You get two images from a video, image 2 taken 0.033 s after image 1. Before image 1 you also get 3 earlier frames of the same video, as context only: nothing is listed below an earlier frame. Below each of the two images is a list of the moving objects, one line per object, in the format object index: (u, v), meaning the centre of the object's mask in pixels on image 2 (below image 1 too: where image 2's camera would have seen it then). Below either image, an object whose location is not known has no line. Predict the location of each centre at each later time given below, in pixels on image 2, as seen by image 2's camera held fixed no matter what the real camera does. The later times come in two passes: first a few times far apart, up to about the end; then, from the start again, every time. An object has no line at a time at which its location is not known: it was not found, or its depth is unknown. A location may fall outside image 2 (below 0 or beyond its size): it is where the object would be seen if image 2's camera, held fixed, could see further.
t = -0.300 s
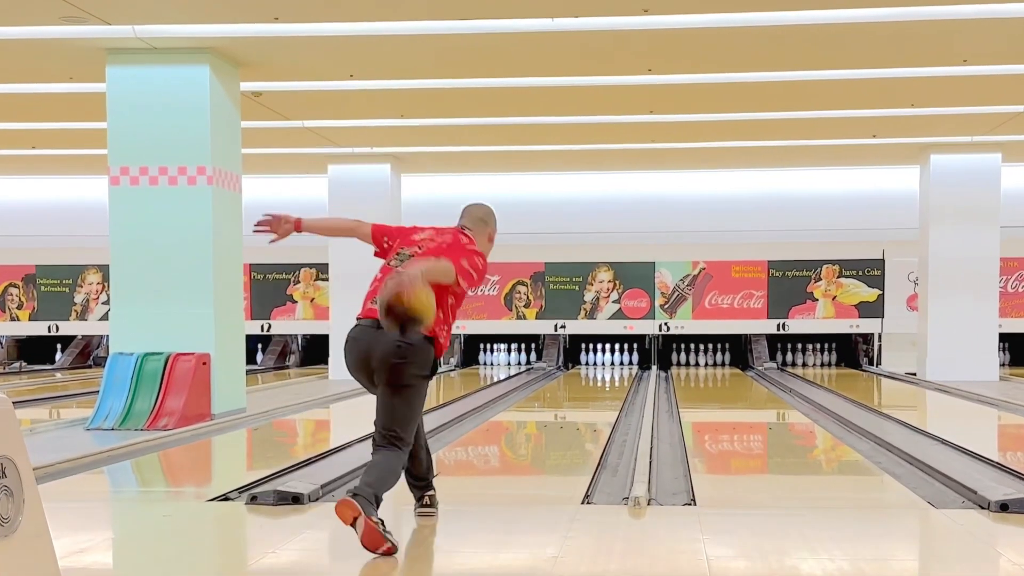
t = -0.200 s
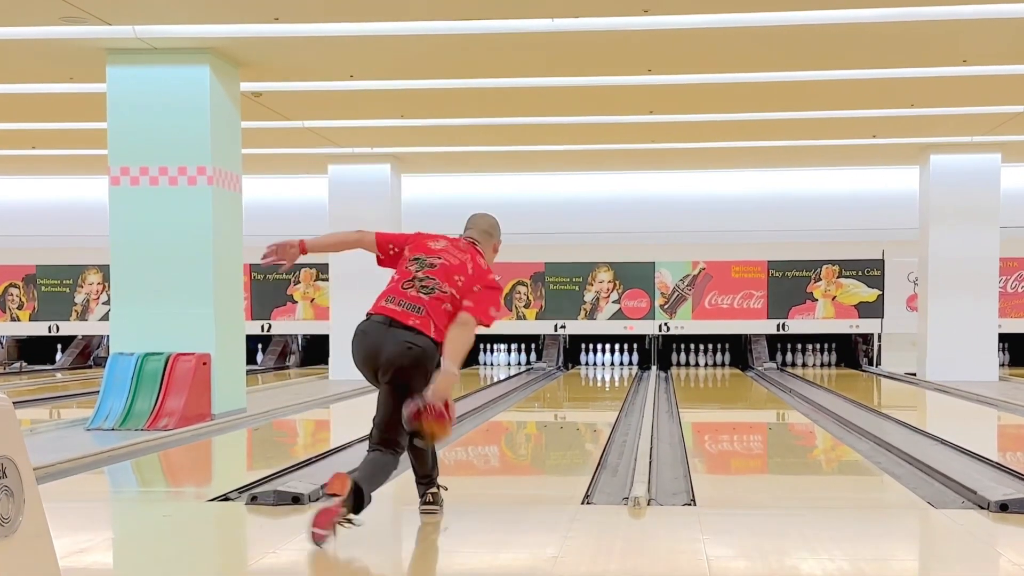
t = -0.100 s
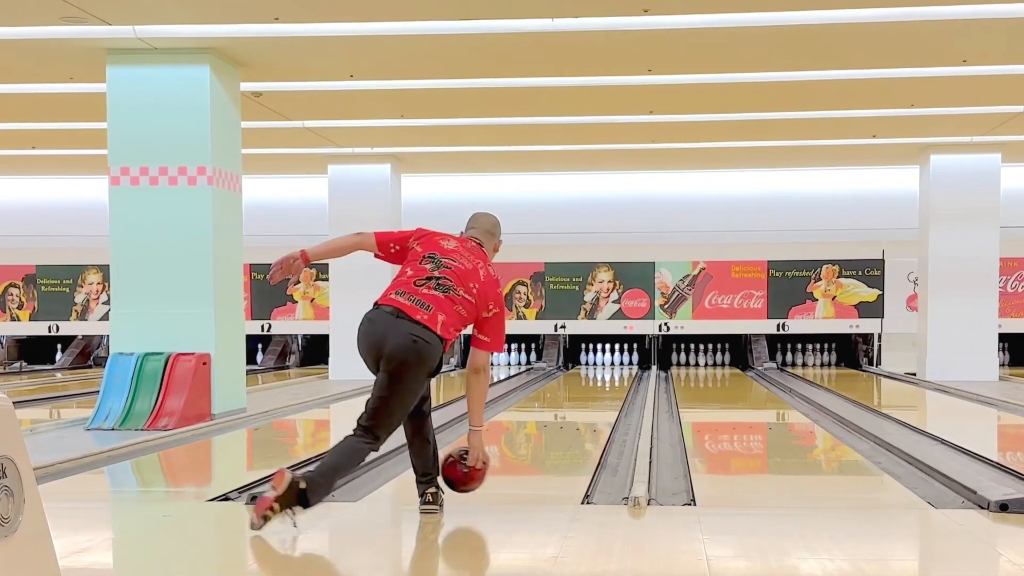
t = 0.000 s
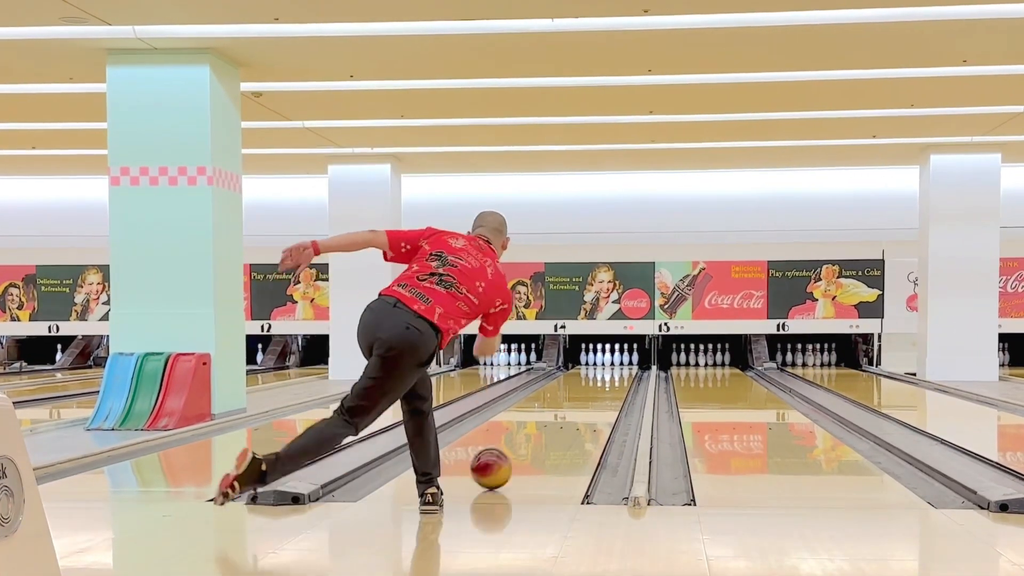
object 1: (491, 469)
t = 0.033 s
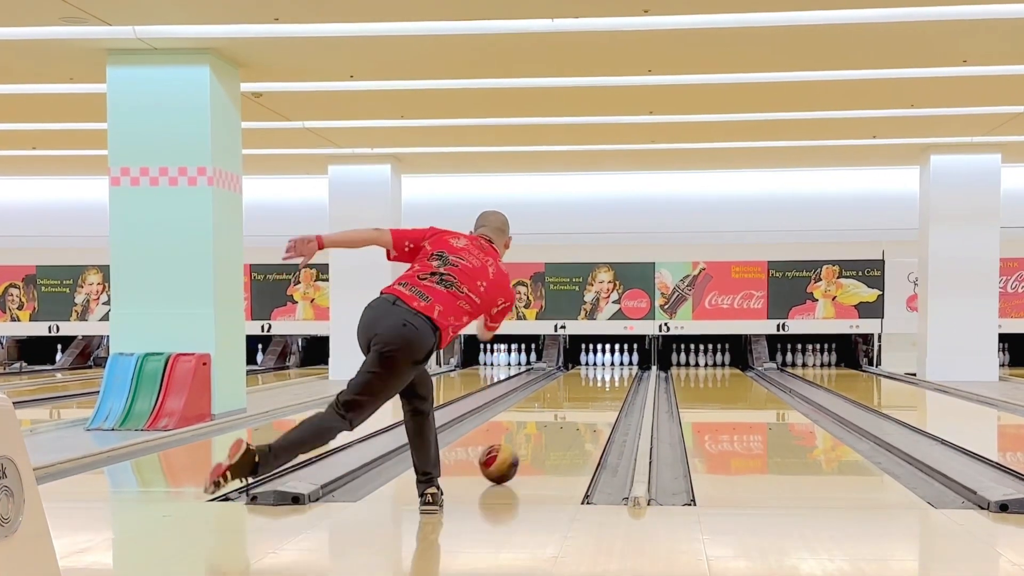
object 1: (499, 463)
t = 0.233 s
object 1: (535, 438)
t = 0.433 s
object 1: (561, 420)
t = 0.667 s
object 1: (583, 405)
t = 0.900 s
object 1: (598, 394)
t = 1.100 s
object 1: (608, 386)
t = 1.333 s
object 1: (617, 378)
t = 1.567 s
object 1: (621, 373)
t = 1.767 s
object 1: (623, 369)
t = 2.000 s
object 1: (622, 366)
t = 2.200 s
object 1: (618, 363)
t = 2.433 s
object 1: (613, 360)
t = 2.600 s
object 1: (613, 360)
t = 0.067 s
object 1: (506, 459)
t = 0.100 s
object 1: (513, 454)
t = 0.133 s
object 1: (519, 450)
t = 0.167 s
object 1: (525, 445)
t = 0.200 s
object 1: (530, 441)
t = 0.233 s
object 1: (535, 438)
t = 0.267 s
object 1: (540, 434)
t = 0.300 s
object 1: (545, 431)
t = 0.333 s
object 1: (550, 428)
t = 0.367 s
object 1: (554, 425)
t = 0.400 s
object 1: (557, 422)
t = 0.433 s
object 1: (561, 420)
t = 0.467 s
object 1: (565, 417)
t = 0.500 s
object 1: (568, 415)
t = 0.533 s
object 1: (571, 413)
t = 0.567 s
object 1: (575, 410)
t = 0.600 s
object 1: (577, 408)
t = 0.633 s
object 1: (581, 406)
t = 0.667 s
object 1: (583, 405)
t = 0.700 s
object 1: (586, 402)
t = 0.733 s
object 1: (588, 401)
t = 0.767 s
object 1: (590, 399)
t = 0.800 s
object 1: (593, 398)
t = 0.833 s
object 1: (595, 397)
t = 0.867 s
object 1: (597, 395)
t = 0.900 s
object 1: (598, 394)
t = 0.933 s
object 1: (601, 393)
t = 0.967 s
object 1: (602, 391)
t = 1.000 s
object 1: (604, 389)
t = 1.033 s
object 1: (605, 388)
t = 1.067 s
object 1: (607, 386)
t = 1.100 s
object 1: (608, 386)
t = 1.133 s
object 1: (610, 385)
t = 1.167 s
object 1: (611, 383)
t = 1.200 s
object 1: (612, 383)
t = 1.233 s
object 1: (613, 382)
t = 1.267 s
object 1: (614, 380)
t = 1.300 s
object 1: (616, 380)
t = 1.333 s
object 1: (617, 378)
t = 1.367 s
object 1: (618, 378)
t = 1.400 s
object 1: (618, 377)
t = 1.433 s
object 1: (618, 377)
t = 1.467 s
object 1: (620, 376)
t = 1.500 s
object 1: (621, 375)
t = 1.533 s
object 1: (621, 374)
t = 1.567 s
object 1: (621, 373)
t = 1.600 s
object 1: (621, 373)
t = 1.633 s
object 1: (622, 372)
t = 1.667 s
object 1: (623, 371)
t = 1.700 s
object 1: (623, 371)
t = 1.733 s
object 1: (623, 370)
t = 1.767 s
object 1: (623, 369)
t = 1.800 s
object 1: (623, 368)
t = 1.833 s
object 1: (623, 368)
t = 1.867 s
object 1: (623, 368)
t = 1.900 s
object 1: (623, 367)
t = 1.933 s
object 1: (622, 366)
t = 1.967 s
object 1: (622, 366)
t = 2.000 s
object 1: (622, 366)
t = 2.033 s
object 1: (621, 365)
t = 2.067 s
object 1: (621, 365)
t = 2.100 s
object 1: (620, 364)
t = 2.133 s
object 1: (619, 364)
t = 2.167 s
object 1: (619, 363)
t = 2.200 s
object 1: (618, 363)
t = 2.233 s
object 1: (617, 363)
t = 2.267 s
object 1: (616, 362)
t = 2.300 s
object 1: (615, 362)
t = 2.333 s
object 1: (614, 362)
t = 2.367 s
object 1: (613, 361)
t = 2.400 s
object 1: (612, 361)
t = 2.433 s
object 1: (613, 360)
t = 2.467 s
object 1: (613, 360)
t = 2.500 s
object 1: (613, 360)
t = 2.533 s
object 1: (613, 360)
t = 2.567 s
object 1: (615, 360)
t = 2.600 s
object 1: (613, 360)
